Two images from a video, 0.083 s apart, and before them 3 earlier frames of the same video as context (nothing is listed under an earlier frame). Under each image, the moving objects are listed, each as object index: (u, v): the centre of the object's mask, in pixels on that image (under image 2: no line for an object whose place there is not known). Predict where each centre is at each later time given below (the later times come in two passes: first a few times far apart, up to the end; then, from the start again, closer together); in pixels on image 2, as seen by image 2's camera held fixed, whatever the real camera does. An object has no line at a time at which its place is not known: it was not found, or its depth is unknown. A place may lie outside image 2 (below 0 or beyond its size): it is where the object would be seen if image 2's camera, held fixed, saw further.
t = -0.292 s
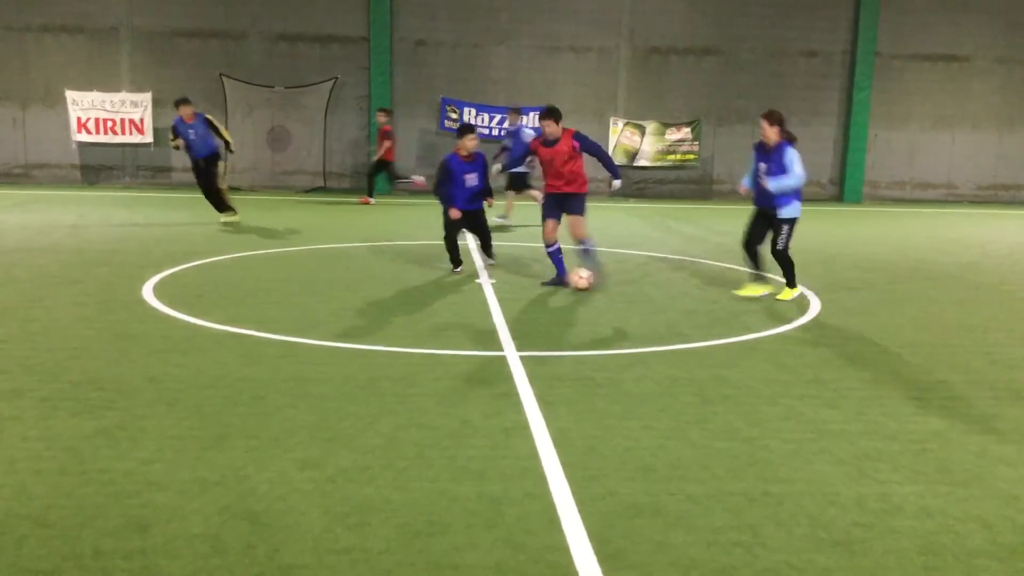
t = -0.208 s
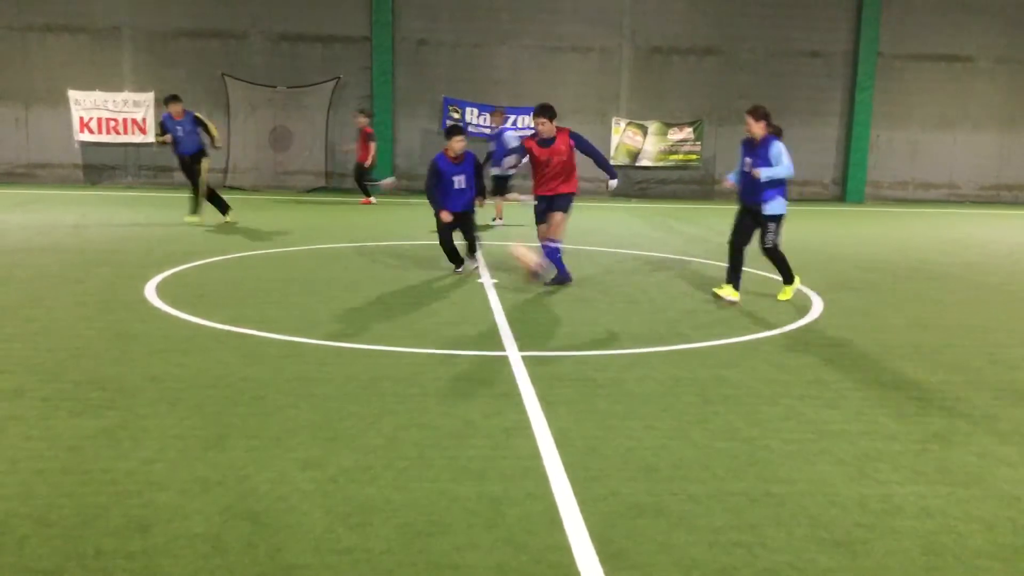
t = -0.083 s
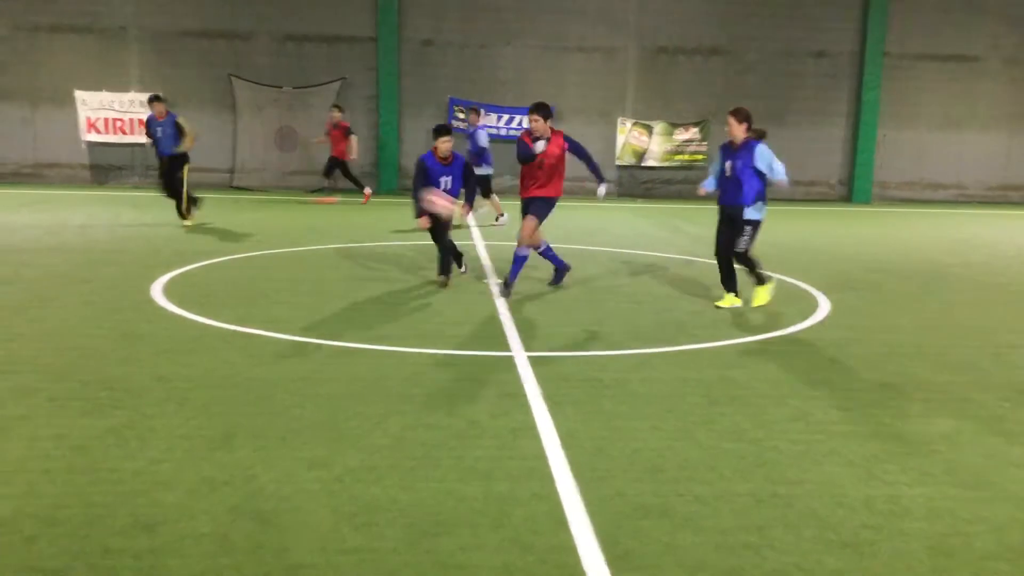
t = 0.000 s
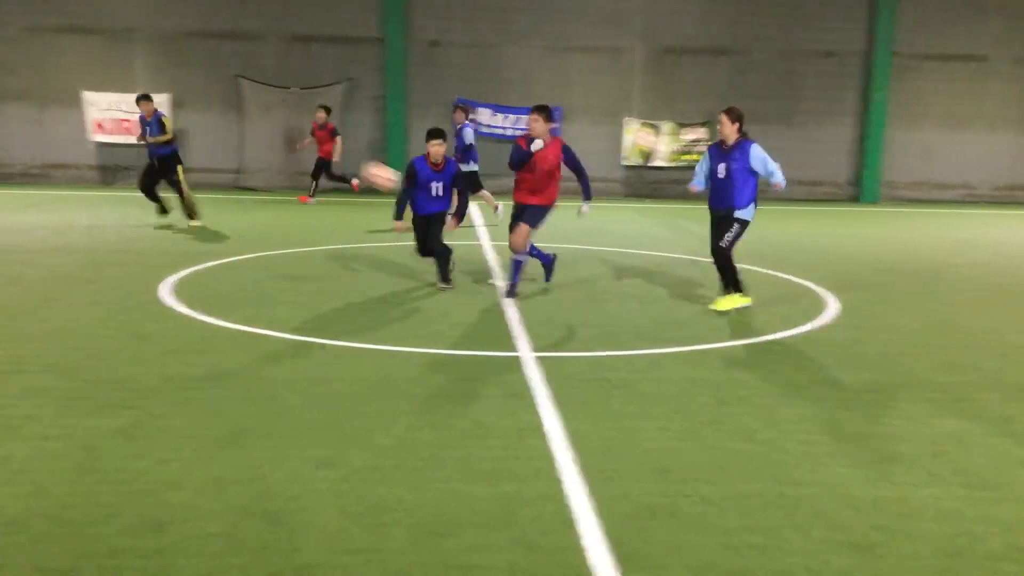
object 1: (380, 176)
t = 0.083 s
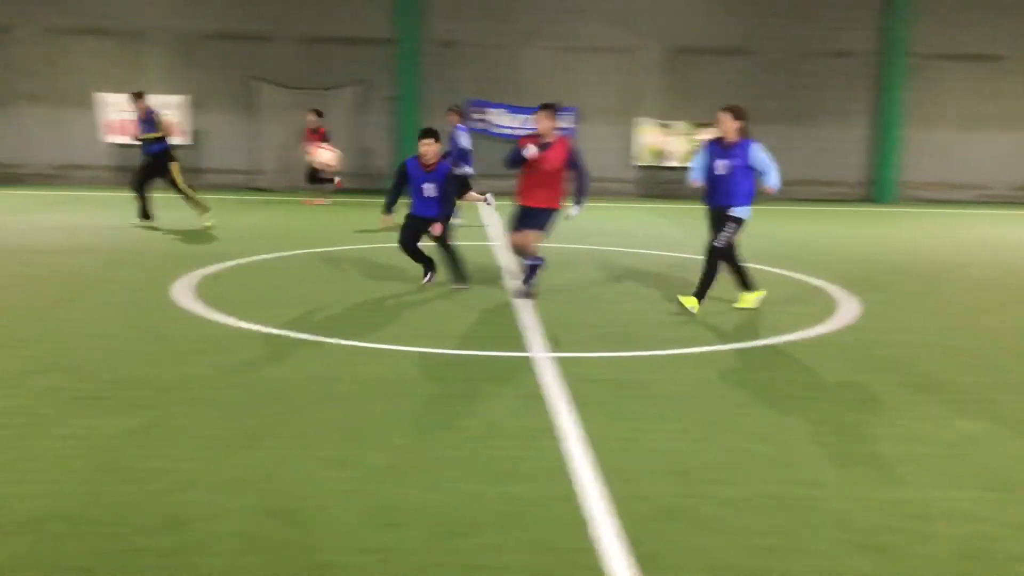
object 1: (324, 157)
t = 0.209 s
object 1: (204, 140)
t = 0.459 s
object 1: (6, 166)
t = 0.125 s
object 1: (285, 148)
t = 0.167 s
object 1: (239, 143)
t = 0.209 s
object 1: (204, 140)
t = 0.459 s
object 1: (6, 166)
